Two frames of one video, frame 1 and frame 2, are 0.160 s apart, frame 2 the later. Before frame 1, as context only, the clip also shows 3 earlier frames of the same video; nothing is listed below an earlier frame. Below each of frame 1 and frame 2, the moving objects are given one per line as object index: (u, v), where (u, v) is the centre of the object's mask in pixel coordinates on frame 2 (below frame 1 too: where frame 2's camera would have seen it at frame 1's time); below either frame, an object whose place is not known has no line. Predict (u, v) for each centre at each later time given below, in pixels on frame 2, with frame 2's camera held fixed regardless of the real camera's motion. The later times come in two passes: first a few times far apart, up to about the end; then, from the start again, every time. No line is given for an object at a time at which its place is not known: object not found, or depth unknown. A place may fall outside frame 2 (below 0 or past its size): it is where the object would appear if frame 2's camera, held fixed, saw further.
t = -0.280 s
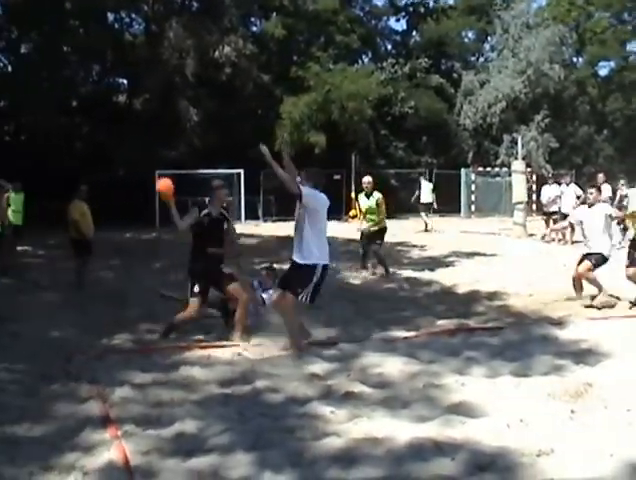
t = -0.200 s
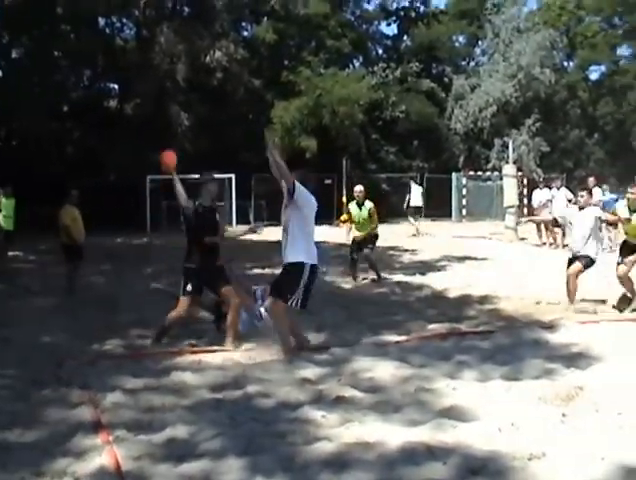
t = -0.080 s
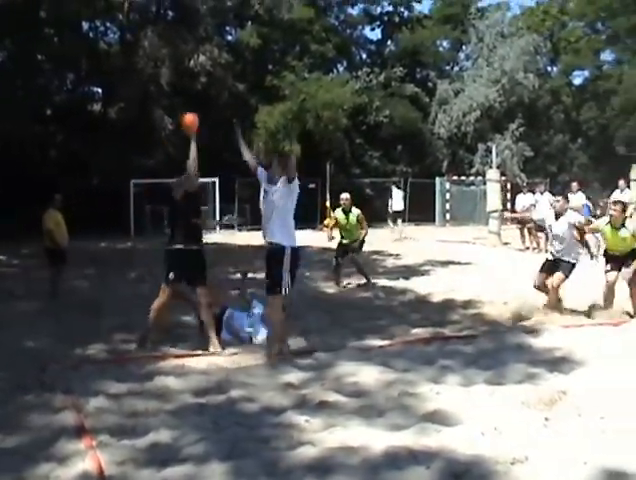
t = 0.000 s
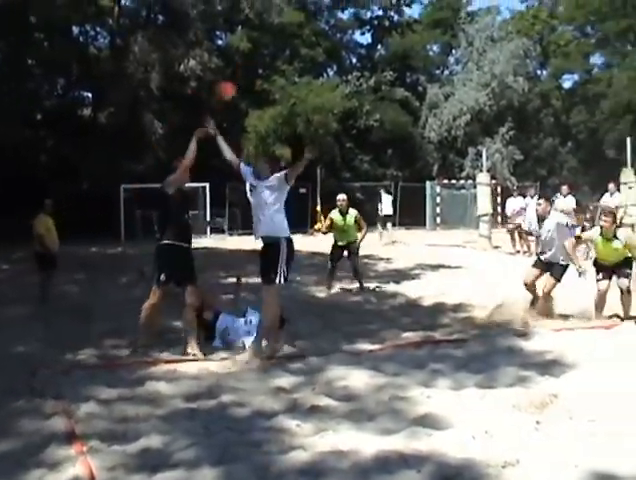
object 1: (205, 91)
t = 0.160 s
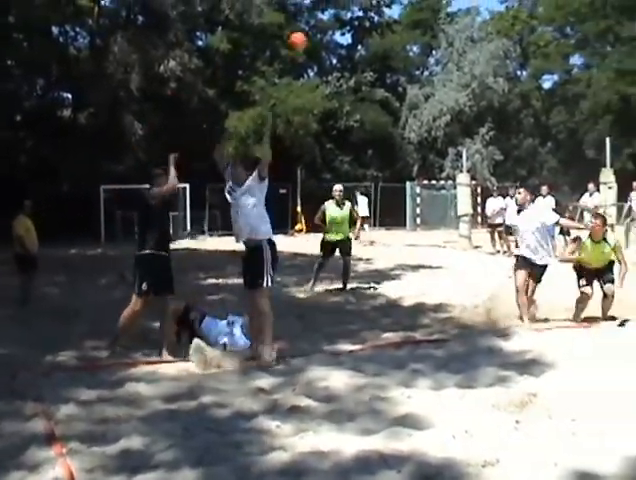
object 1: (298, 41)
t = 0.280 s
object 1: (363, 22)
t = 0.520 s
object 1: (486, 29)
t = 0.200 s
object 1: (319, 33)
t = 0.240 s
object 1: (342, 25)
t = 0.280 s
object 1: (363, 22)
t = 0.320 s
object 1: (384, 20)
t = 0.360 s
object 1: (405, 17)
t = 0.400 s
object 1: (426, 18)
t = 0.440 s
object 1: (446, 20)
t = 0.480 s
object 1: (466, 24)
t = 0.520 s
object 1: (486, 29)
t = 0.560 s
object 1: (506, 36)
